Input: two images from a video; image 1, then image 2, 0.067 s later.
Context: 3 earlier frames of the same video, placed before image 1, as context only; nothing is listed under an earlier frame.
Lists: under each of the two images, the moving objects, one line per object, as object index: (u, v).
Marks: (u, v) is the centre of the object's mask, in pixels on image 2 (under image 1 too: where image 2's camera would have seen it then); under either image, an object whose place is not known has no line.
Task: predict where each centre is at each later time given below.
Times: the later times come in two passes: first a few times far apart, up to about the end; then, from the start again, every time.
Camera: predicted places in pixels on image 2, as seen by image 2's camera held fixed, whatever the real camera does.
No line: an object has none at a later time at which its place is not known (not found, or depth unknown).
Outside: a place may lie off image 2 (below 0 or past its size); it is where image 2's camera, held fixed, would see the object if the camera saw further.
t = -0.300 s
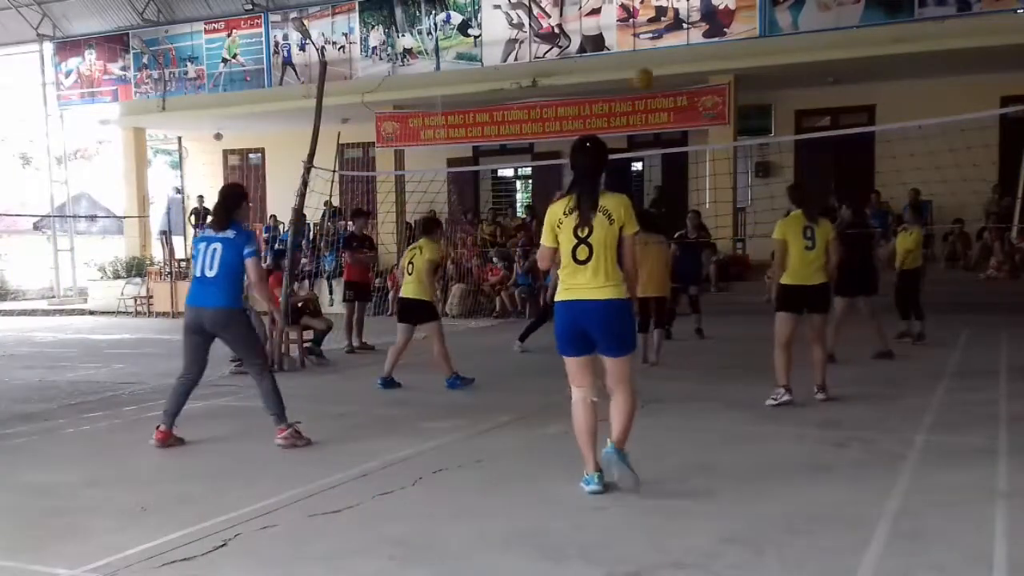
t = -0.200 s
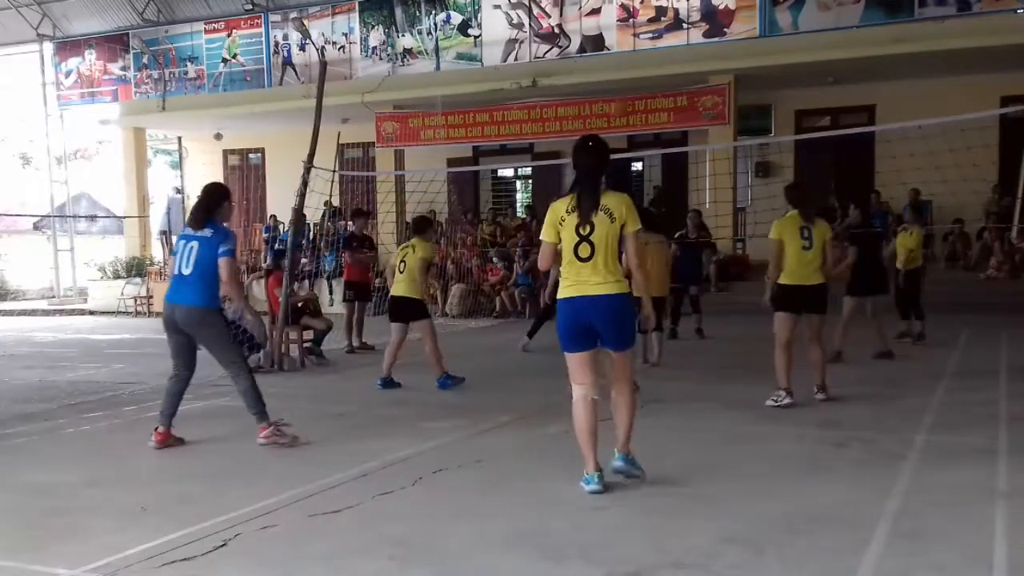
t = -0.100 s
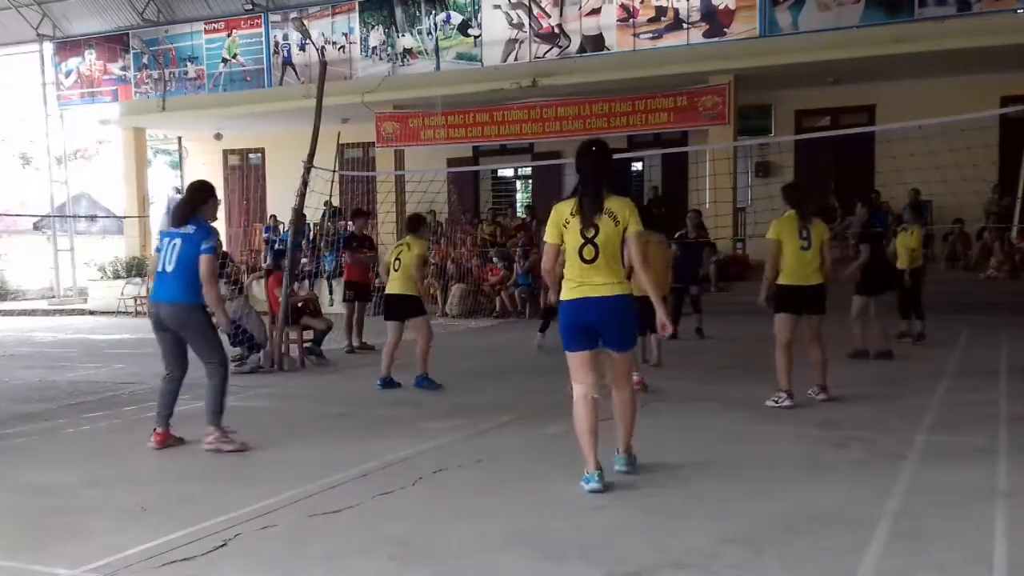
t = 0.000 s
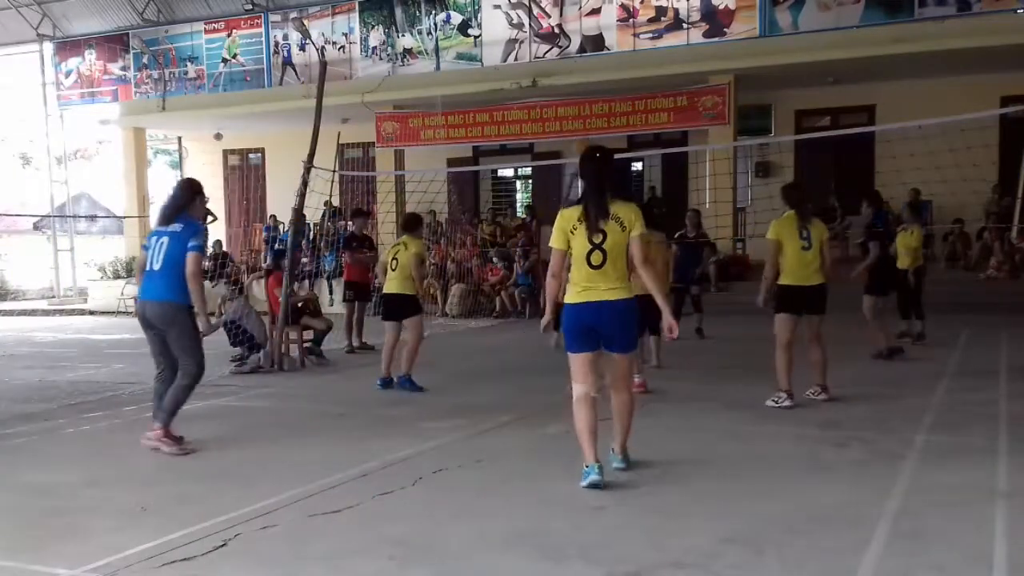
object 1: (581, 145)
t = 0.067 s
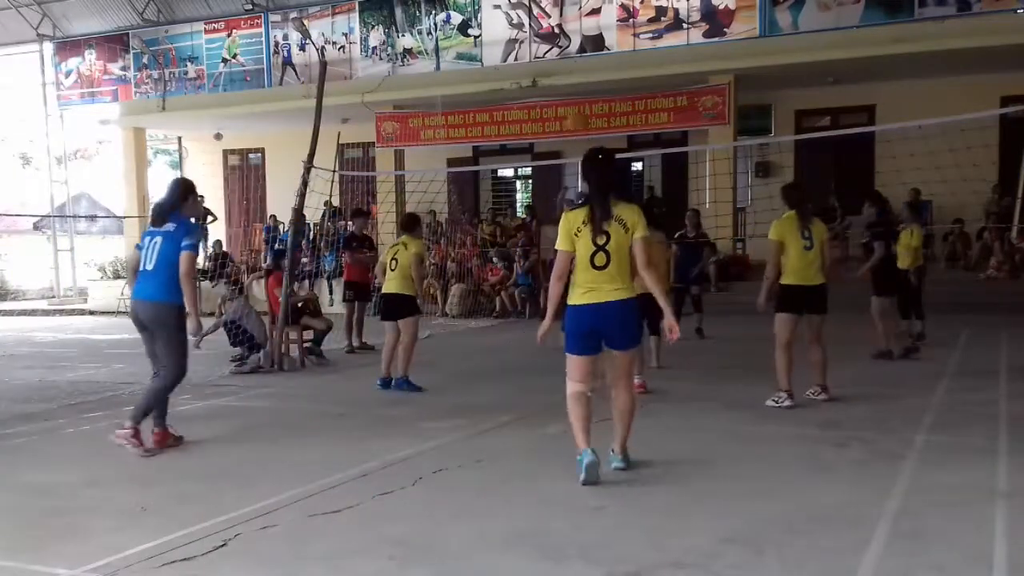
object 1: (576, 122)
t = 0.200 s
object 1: (571, 81)
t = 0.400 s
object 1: (558, 46)
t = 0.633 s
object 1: (536, 58)
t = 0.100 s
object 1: (574, 109)
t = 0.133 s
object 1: (573, 98)
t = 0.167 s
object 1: (572, 90)
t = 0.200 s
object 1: (571, 81)
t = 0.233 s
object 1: (570, 75)
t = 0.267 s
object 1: (567, 66)
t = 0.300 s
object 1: (564, 61)
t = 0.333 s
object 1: (562, 55)
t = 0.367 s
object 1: (561, 50)
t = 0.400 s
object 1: (558, 46)
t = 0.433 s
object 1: (556, 43)
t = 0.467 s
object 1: (553, 42)
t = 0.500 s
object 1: (551, 41)
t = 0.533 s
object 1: (548, 43)
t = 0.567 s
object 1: (544, 46)
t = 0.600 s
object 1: (540, 52)
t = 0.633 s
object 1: (536, 58)
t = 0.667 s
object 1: (532, 69)
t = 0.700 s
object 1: (527, 79)
